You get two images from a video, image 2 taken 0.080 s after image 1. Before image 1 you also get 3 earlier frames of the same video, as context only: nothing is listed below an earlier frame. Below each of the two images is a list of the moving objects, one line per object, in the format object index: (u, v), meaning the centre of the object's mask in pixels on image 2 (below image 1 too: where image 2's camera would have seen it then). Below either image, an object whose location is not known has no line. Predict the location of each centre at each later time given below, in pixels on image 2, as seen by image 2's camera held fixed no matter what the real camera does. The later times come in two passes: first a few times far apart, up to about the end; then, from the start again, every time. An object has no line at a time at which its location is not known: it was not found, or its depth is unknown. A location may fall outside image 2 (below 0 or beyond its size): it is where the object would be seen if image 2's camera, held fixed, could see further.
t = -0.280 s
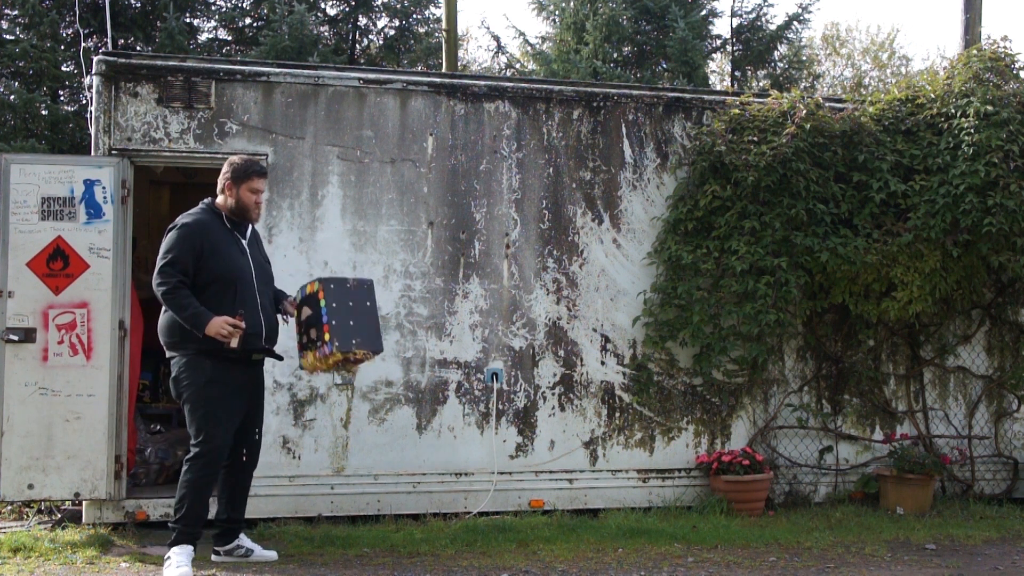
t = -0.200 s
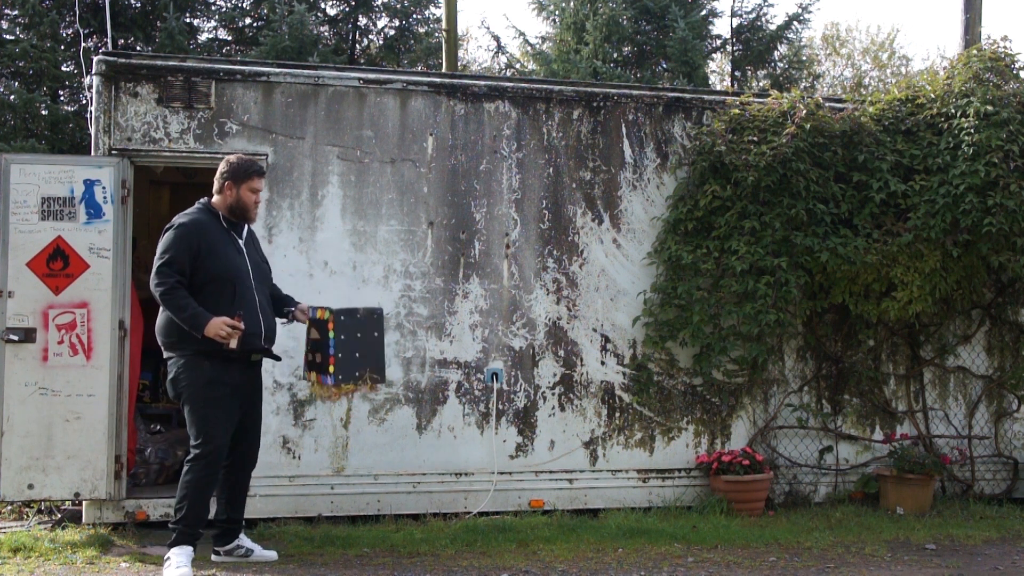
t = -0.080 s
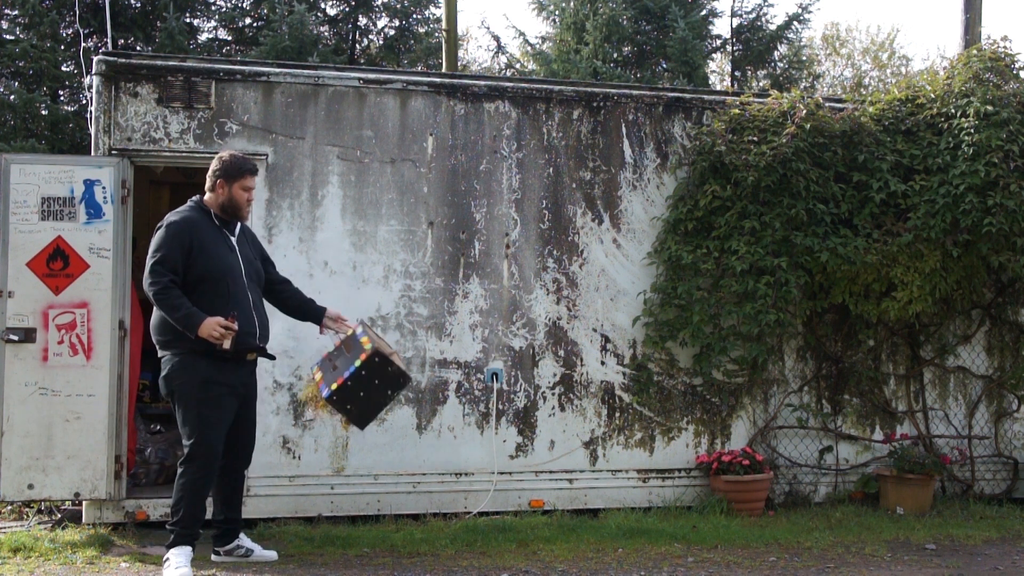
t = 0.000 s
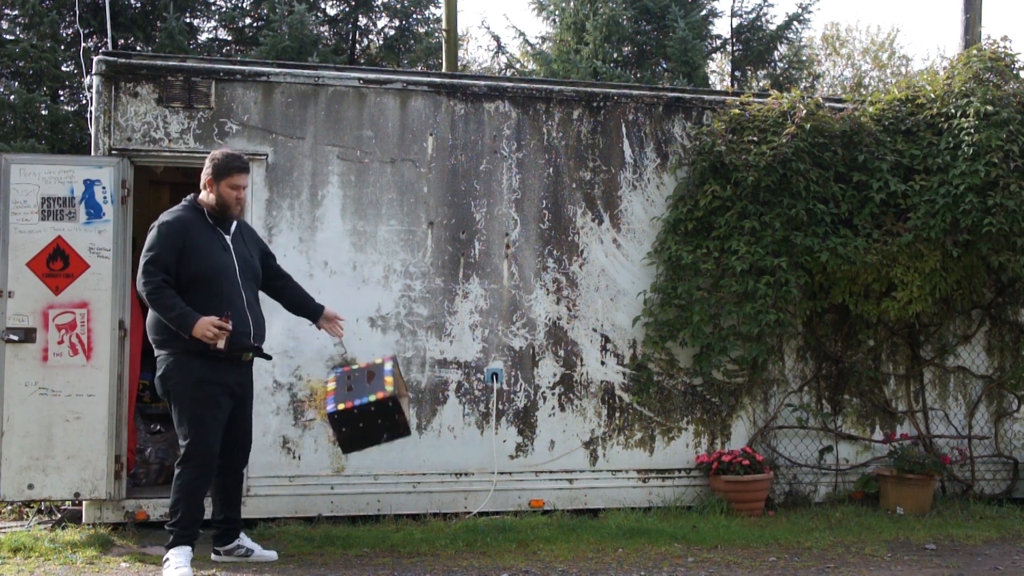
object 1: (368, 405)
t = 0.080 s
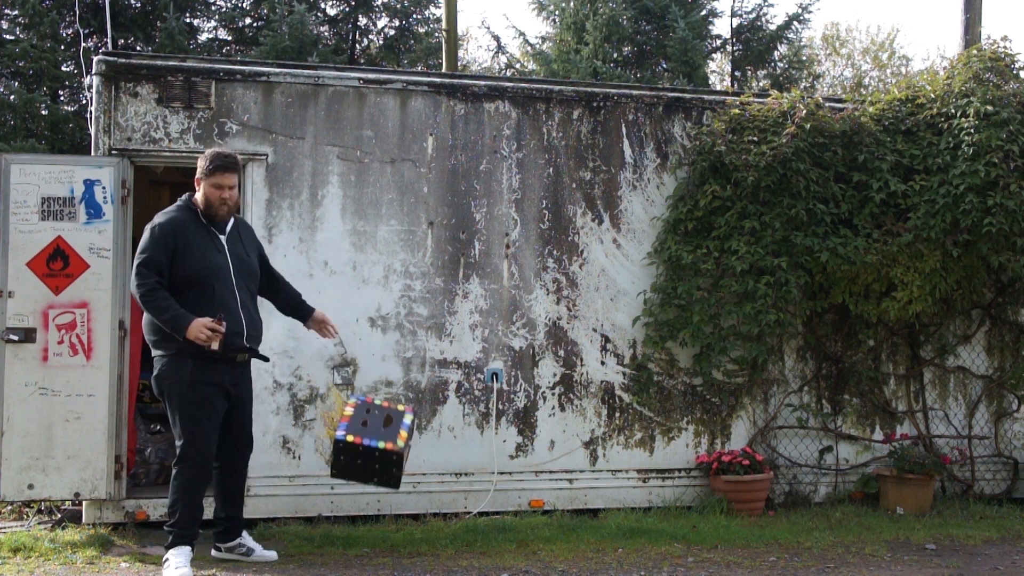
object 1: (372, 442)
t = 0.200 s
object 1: (373, 498)
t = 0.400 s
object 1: (386, 488)
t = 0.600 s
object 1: (389, 479)
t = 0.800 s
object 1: (391, 485)
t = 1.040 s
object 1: (399, 495)
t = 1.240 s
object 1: (412, 502)
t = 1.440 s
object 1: (416, 502)
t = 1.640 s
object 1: (416, 502)
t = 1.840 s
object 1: (416, 502)
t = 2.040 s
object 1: (416, 502)
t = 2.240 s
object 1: (416, 502)
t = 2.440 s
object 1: (416, 502)
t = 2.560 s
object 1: (416, 502)
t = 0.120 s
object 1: (375, 464)
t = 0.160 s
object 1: (377, 488)
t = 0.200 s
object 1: (373, 498)
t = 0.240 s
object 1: (375, 497)
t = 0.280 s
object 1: (379, 492)
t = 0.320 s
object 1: (382, 489)
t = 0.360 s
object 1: (384, 489)
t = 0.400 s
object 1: (386, 488)
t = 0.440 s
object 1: (387, 492)
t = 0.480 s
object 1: (386, 489)
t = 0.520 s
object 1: (387, 485)
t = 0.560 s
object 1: (388, 482)
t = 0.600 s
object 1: (389, 479)
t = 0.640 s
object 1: (389, 478)
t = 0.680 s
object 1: (390, 478)
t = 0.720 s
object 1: (391, 480)
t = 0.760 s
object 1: (391, 482)
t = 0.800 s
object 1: (391, 485)
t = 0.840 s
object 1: (392, 490)
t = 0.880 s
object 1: (392, 494)
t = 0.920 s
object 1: (393, 495)
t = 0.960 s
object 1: (395, 495)
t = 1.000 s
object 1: (397, 495)
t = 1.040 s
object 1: (399, 495)
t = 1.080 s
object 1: (401, 496)
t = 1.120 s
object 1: (403, 498)
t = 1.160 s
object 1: (406, 499)
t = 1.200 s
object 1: (409, 500)
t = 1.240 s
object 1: (412, 502)
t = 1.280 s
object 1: (415, 502)
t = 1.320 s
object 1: (417, 502)
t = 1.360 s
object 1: (417, 502)
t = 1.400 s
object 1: (416, 502)
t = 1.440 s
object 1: (416, 502)
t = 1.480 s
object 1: (416, 502)
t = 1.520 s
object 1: (416, 502)
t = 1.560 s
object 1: (416, 502)
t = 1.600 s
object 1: (416, 502)
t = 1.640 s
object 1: (416, 502)
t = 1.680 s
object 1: (416, 502)
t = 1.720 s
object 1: (416, 502)
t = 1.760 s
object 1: (416, 502)
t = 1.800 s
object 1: (416, 502)
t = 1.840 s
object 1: (416, 502)
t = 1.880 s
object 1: (416, 502)
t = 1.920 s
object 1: (416, 502)
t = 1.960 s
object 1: (416, 502)
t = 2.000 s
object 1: (416, 502)
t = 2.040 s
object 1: (416, 502)
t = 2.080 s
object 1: (416, 502)
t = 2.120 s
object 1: (416, 502)
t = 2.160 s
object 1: (416, 502)
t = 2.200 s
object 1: (416, 502)
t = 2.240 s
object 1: (416, 502)
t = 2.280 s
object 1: (416, 502)
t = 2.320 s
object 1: (416, 502)
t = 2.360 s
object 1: (416, 502)
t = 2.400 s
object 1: (416, 502)
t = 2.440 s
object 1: (416, 502)
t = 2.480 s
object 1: (416, 502)
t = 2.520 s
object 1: (416, 502)
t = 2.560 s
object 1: (416, 502)
